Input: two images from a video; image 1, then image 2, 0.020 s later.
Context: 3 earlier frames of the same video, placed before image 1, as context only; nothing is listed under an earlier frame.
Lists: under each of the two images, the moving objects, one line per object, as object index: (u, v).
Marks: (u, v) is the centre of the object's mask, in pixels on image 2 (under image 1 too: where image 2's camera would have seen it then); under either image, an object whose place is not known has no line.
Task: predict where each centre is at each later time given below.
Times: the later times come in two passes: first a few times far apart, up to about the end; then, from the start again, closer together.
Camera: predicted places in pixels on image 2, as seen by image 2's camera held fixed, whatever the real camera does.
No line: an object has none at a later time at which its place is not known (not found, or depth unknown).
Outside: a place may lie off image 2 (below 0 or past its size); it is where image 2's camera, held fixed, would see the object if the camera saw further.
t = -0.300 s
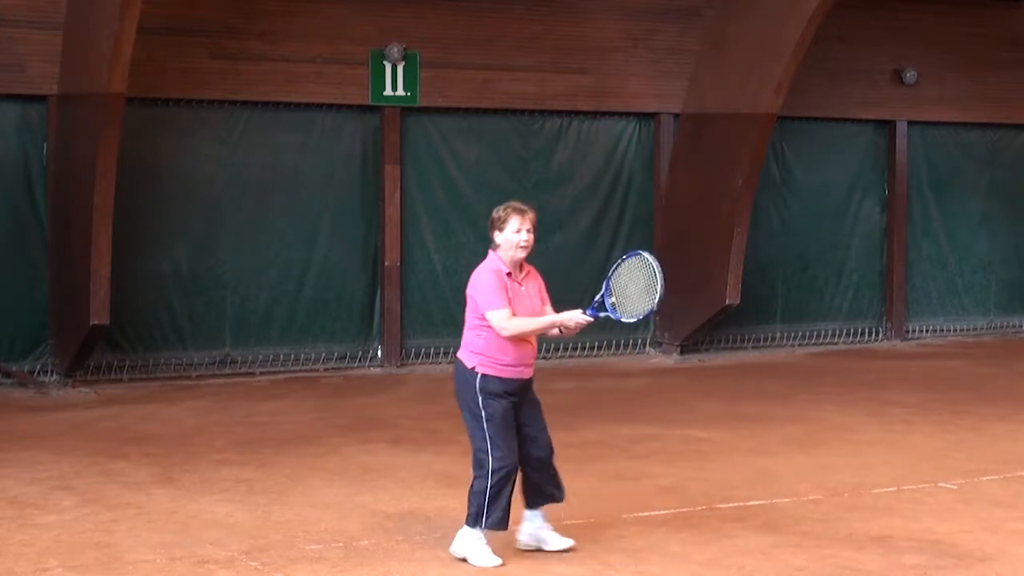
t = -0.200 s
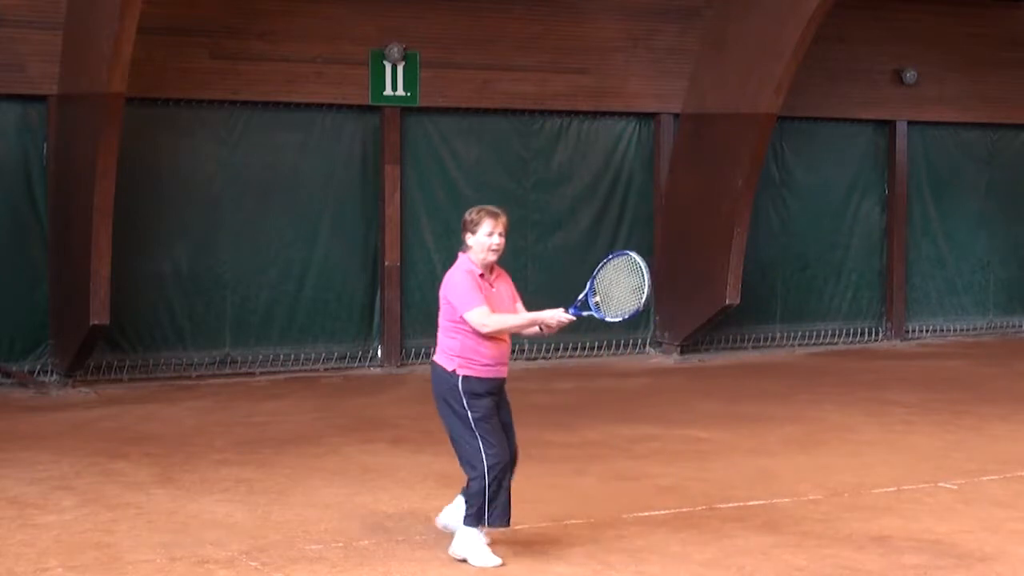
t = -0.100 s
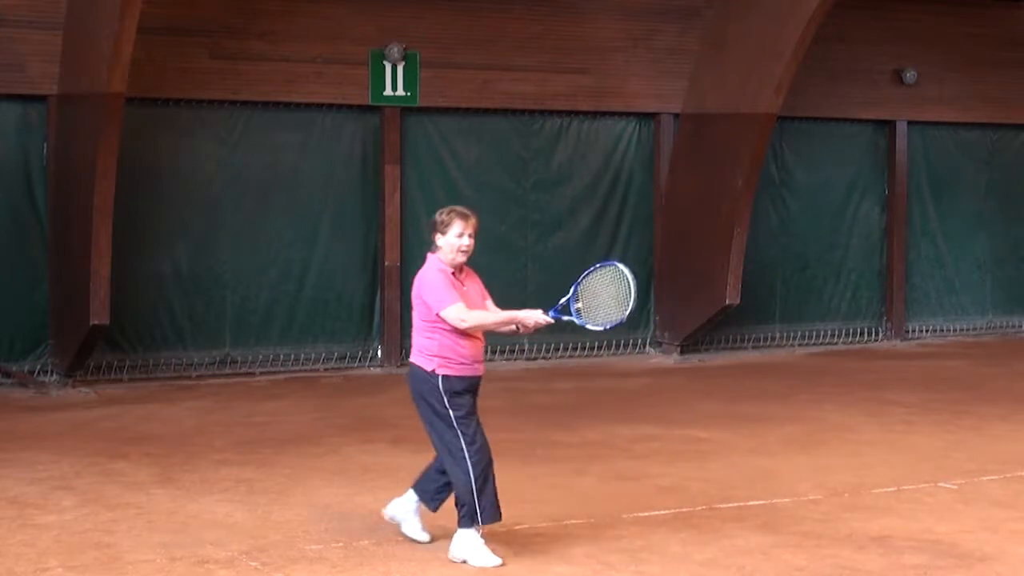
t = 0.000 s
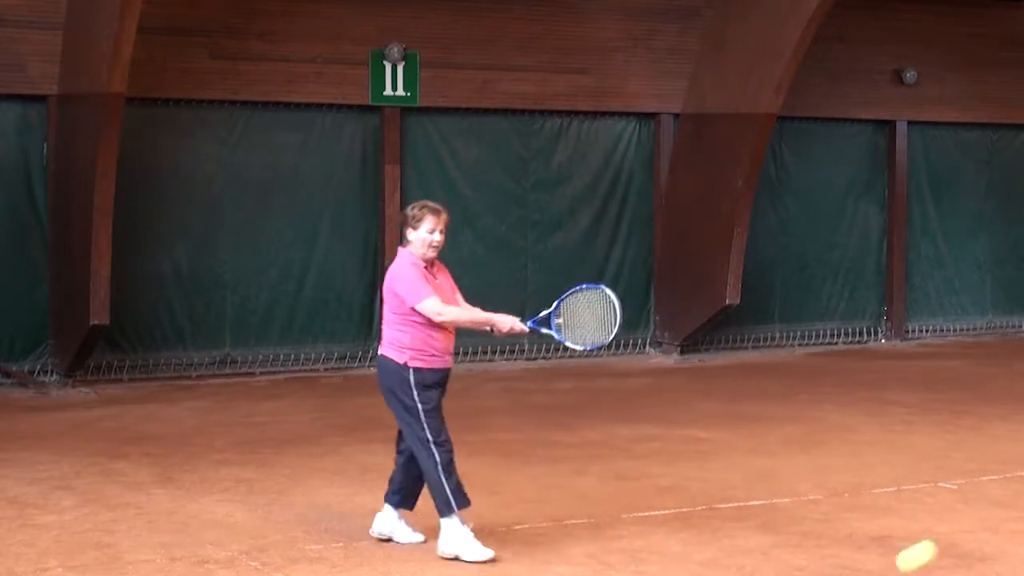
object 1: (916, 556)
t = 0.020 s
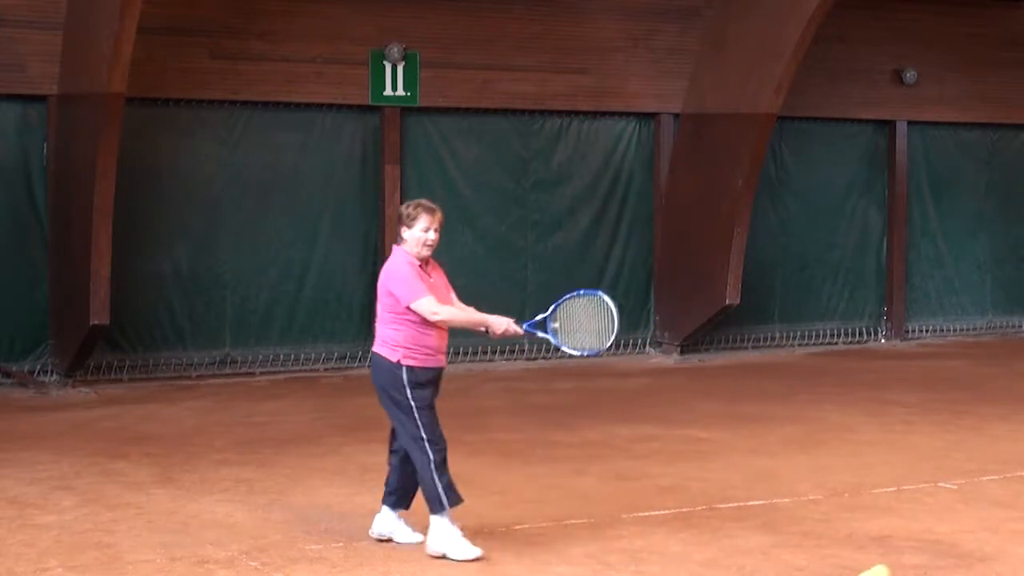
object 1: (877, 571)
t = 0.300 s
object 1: (614, 383)
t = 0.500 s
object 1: (510, 291)
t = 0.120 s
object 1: (723, 571)
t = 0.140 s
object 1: (712, 551)
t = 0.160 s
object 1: (698, 524)
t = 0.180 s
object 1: (686, 500)
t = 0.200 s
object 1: (673, 477)
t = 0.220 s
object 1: (661, 455)
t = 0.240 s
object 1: (649, 435)
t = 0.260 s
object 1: (637, 416)
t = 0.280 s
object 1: (625, 399)
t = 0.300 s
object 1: (614, 383)
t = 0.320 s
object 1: (602, 368)
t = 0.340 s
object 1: (591, 355)
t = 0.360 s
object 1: (580, 343)
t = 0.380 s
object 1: (570, 333)
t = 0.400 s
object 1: (559, 323)
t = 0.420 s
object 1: (549, 314)
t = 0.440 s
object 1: (539, 307)
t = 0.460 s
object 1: (529, 300)
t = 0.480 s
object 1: (519, 295)
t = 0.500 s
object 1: (510, 291)
